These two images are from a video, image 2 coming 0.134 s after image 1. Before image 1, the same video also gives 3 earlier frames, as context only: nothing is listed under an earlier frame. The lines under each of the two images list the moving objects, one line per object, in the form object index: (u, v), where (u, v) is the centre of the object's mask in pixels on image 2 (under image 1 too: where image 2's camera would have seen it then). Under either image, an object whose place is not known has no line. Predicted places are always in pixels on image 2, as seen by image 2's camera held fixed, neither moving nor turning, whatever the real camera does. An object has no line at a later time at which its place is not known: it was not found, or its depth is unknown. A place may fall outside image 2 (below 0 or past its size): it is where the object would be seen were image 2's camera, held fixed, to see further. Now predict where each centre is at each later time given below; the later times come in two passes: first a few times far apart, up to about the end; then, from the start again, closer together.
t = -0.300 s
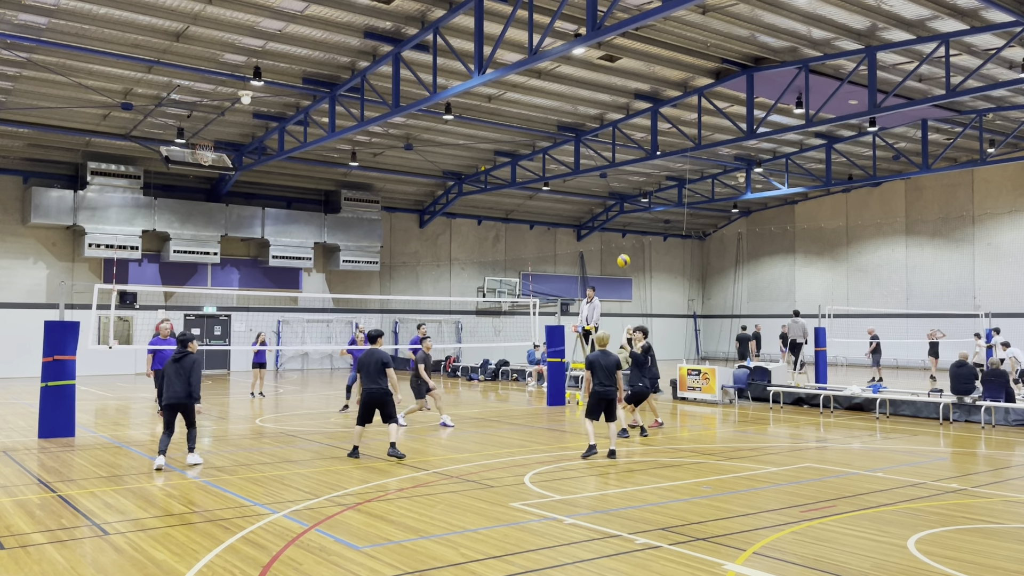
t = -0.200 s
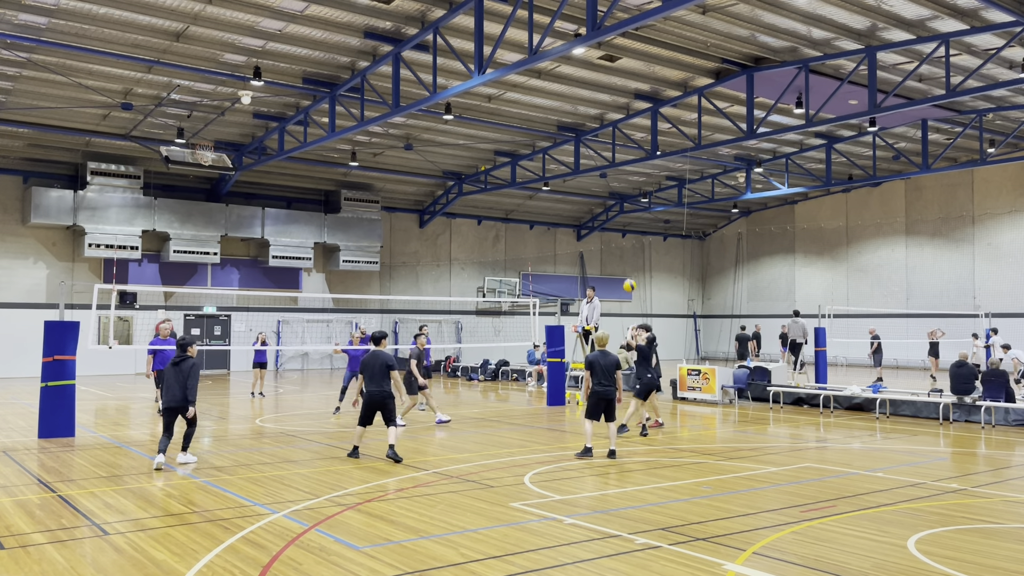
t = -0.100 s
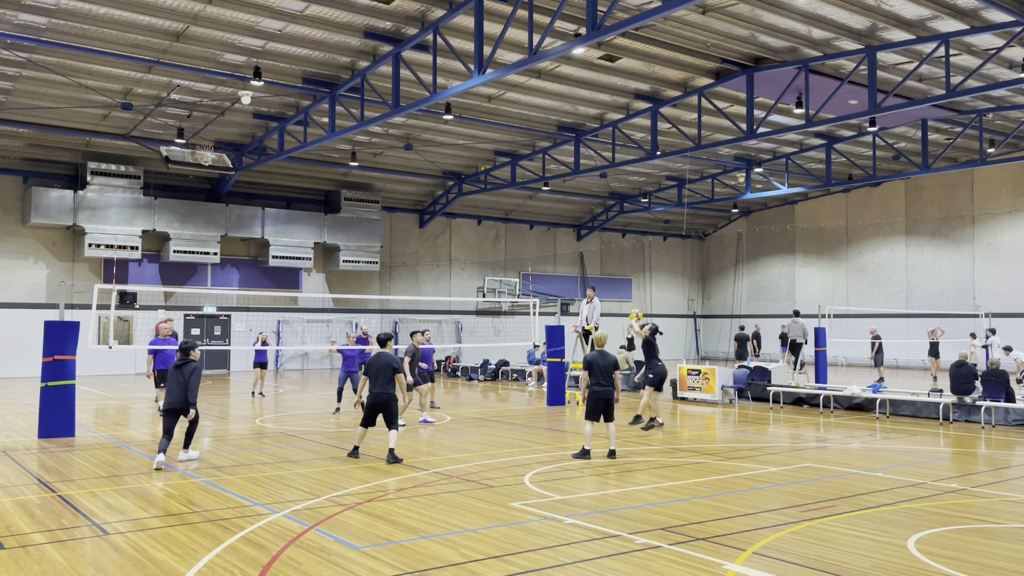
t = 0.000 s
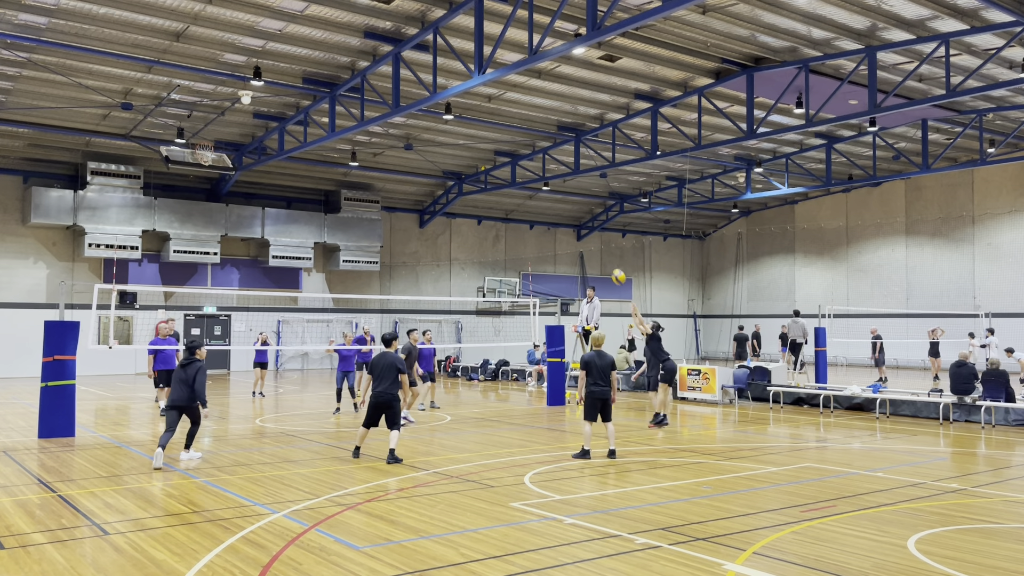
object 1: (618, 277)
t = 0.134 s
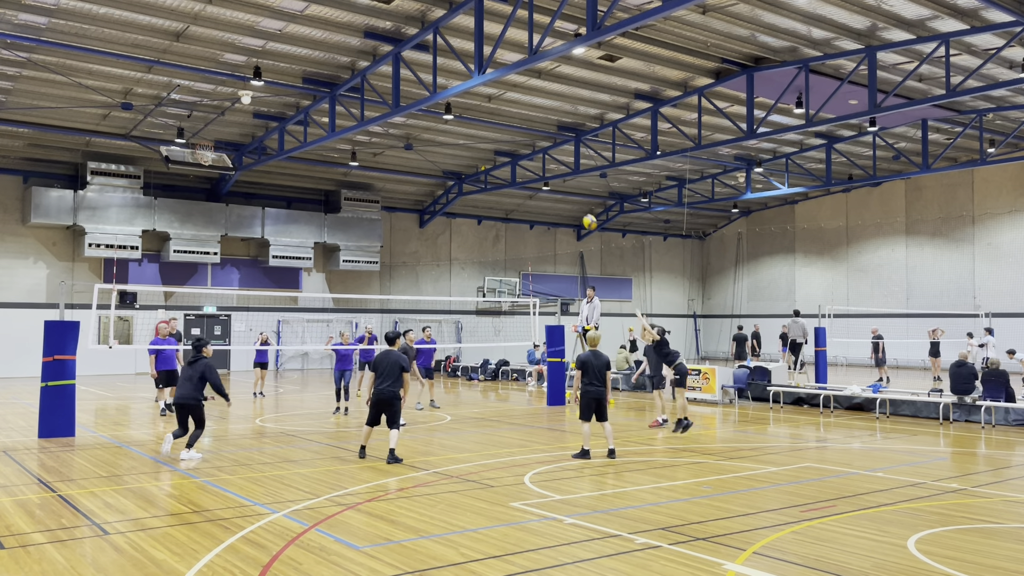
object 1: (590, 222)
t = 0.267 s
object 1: (561, 178)
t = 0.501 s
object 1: (511, 124)
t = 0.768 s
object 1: (452, 103)
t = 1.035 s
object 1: (391, 127)
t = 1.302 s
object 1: (329, 202)
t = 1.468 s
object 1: (287, 275)
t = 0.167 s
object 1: (582, 210)
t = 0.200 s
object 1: (576, 199)
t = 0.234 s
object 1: (568, 188)
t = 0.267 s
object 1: (561, 178)
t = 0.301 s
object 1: (554, 169)
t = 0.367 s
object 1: (539, 152)
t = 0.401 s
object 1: (532, 144)
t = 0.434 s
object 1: (526, 137)
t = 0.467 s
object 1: (518, 130)
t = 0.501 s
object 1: (511, 124)
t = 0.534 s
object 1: (504, 120)
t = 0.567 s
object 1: (496, 115)
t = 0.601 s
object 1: (489, 112)
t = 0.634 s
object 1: (482, 108)
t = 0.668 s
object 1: (475, 106)
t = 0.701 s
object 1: (467, 104)
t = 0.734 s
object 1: (459, 103)
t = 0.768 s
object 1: (452, 103)
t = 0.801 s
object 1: (445, 102)
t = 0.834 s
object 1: (438, 104)
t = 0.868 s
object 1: (430, 106)
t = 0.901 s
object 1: (422, 109)
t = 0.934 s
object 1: (414, 112)
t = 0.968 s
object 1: (408, 116)
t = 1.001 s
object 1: (399, 121)
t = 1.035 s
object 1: (391, 127)
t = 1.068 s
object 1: (384, 133)
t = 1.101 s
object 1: (376, 141)
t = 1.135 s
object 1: (369, 149)
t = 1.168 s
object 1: (360, 158)
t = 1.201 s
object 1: (353, 167)
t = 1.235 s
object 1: (344, 179)
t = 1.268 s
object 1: (336, 190)
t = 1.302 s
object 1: (329, 202)
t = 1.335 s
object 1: (320, 215)
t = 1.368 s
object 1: (312, 228)
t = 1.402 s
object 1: (304, 243)
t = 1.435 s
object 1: (296, 259)
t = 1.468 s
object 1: (287, 275)
